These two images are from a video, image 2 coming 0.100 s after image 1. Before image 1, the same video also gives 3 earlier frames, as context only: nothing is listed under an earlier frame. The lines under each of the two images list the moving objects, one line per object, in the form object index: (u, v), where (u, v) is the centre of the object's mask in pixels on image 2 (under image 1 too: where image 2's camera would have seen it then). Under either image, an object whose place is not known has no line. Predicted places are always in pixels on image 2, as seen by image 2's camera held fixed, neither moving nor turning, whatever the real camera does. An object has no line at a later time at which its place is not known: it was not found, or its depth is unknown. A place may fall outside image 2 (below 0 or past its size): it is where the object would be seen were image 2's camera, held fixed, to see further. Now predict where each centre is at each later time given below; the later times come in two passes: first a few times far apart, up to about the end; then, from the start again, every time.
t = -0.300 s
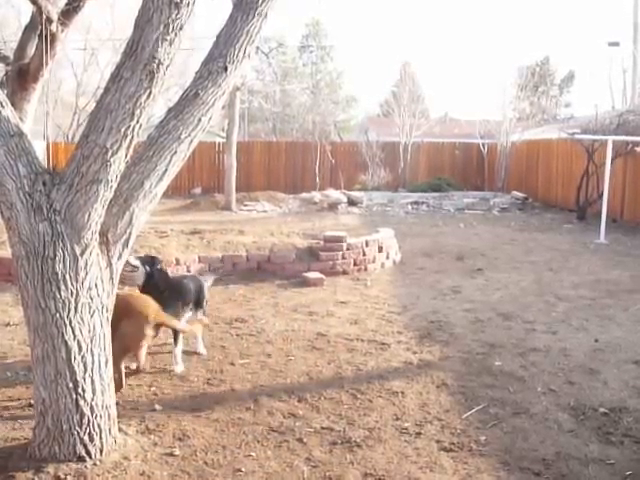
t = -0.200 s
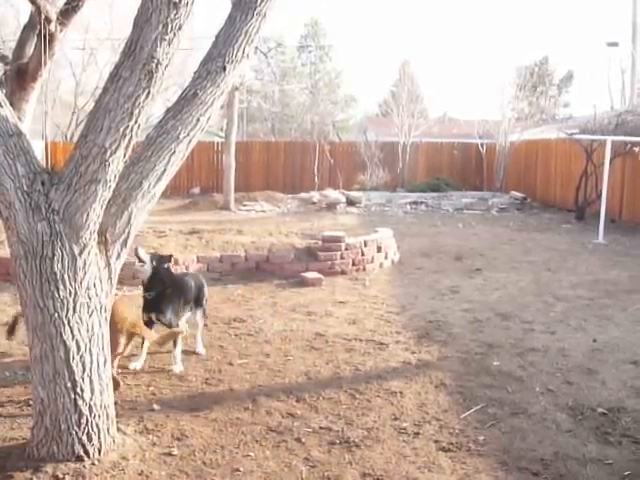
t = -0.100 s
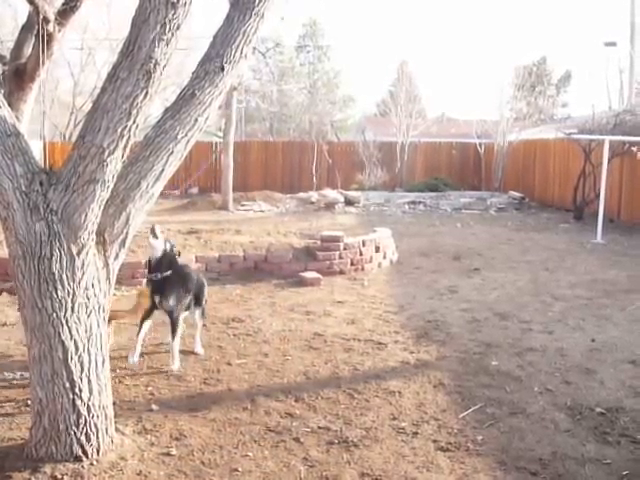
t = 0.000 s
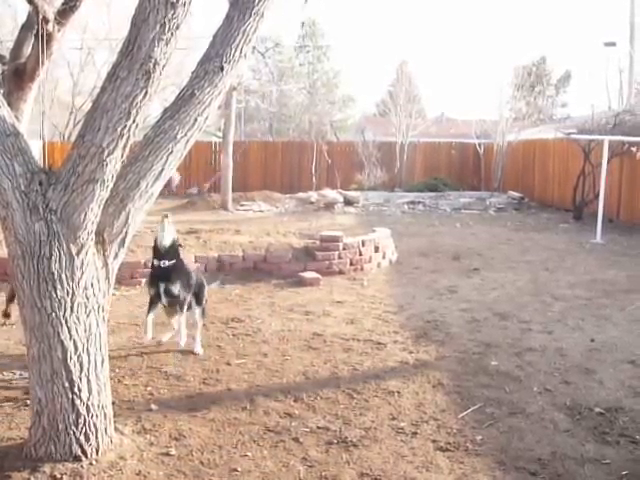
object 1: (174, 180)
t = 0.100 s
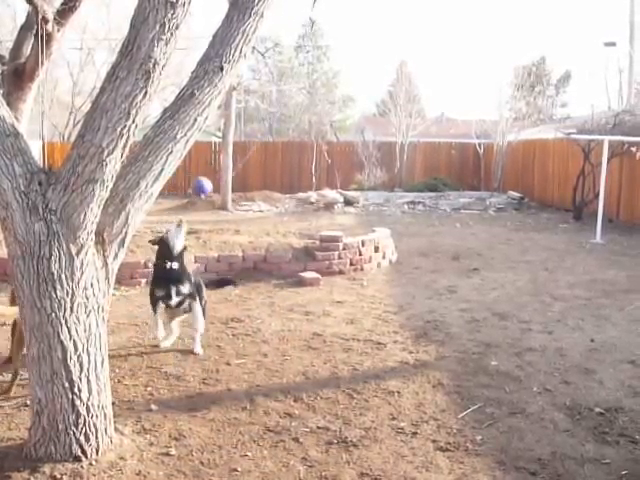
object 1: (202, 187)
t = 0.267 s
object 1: (255, 224)
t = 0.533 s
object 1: (350, 238)
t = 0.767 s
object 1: (428, 262)
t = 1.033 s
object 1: (500, 279)
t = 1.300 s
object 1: (492, 271)
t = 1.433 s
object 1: (461, 279)
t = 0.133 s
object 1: (214, 192)
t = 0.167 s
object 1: (225, 200)
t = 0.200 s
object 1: (233, 206)
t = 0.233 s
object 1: (244, 215)
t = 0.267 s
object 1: (255, 224)
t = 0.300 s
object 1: (265, 231)
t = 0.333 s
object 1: (277, 234)
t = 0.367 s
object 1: (289, 233)
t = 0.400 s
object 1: (301, 233)
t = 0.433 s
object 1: (312, 233)
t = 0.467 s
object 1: (324, 233)
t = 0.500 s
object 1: (339, 235)
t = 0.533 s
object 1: (350, 238)
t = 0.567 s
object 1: (361, 243)
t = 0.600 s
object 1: (374, 249)
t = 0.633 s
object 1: (388, 255)
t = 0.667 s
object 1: (401, 262)
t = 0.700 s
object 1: (411, 265)
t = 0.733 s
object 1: (420, 265)
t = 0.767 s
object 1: (428, 262)
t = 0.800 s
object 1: (437, 260)
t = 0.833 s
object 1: (446, 259)
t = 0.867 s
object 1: (455, 259)
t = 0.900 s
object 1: (464, 261)
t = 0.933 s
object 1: (474, 264)
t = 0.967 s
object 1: (483, 268)
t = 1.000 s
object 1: (493, 274)
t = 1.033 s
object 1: (500, 279)
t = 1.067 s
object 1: (503, 279)
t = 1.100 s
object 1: (504, 277)
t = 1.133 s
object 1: (504, 274)
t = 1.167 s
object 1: (503, 271)
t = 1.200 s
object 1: (501, 269)
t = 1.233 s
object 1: (499, 269)
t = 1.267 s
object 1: (496, 269)
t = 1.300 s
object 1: (492, 271)
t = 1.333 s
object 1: (487, 273)
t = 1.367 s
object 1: (480, 275)
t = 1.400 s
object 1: (471, 278)
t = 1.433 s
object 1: (461, 279)
